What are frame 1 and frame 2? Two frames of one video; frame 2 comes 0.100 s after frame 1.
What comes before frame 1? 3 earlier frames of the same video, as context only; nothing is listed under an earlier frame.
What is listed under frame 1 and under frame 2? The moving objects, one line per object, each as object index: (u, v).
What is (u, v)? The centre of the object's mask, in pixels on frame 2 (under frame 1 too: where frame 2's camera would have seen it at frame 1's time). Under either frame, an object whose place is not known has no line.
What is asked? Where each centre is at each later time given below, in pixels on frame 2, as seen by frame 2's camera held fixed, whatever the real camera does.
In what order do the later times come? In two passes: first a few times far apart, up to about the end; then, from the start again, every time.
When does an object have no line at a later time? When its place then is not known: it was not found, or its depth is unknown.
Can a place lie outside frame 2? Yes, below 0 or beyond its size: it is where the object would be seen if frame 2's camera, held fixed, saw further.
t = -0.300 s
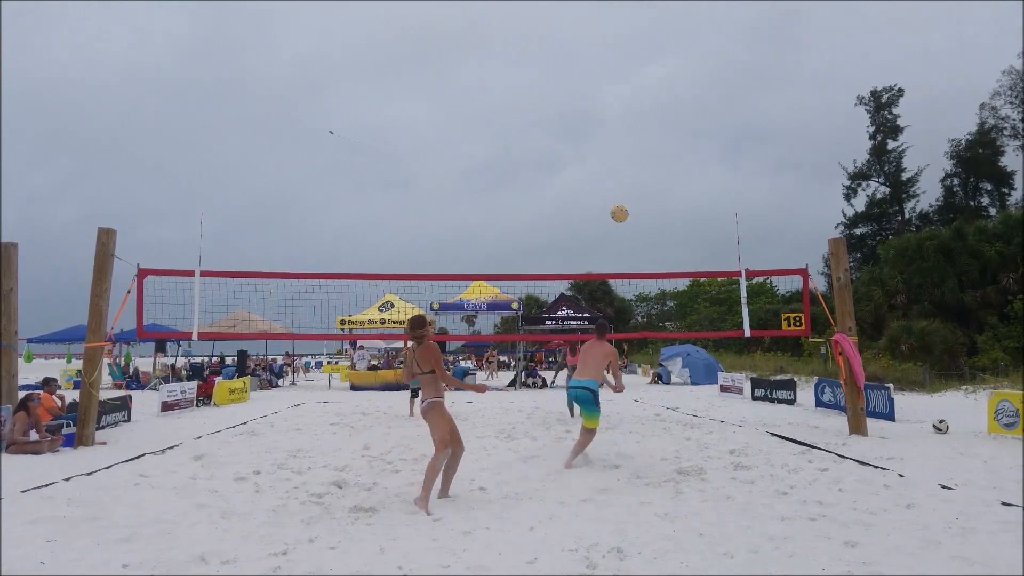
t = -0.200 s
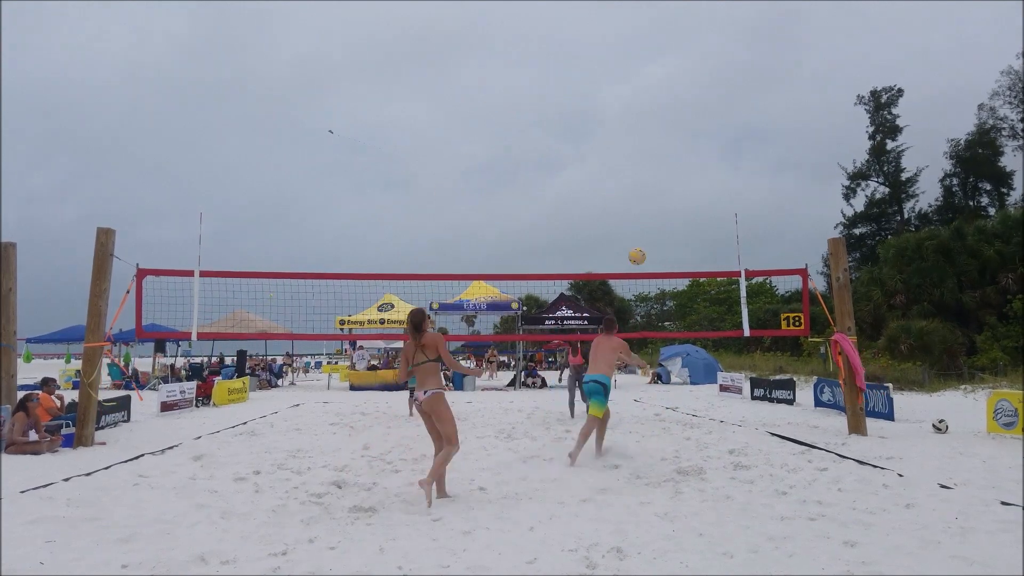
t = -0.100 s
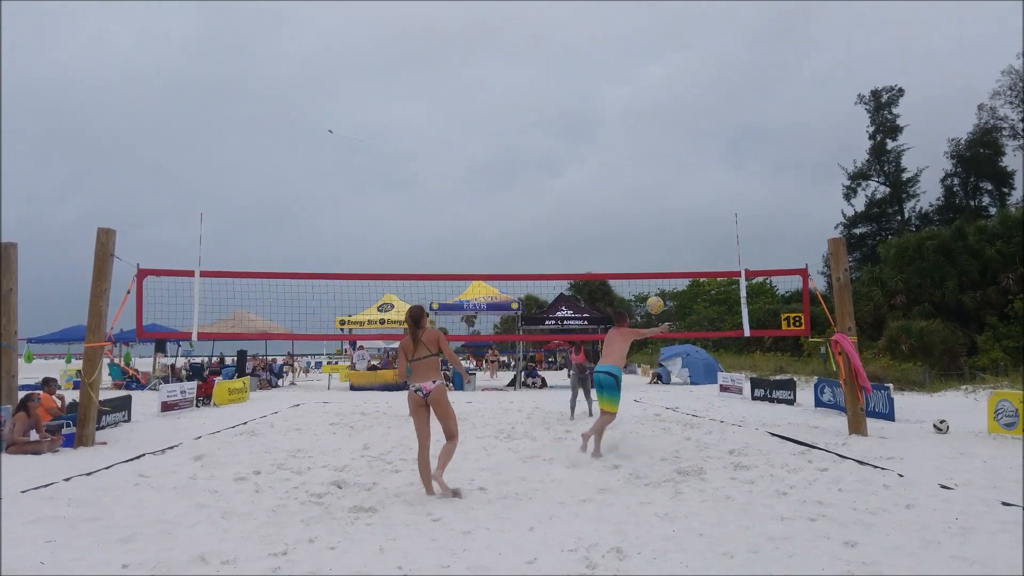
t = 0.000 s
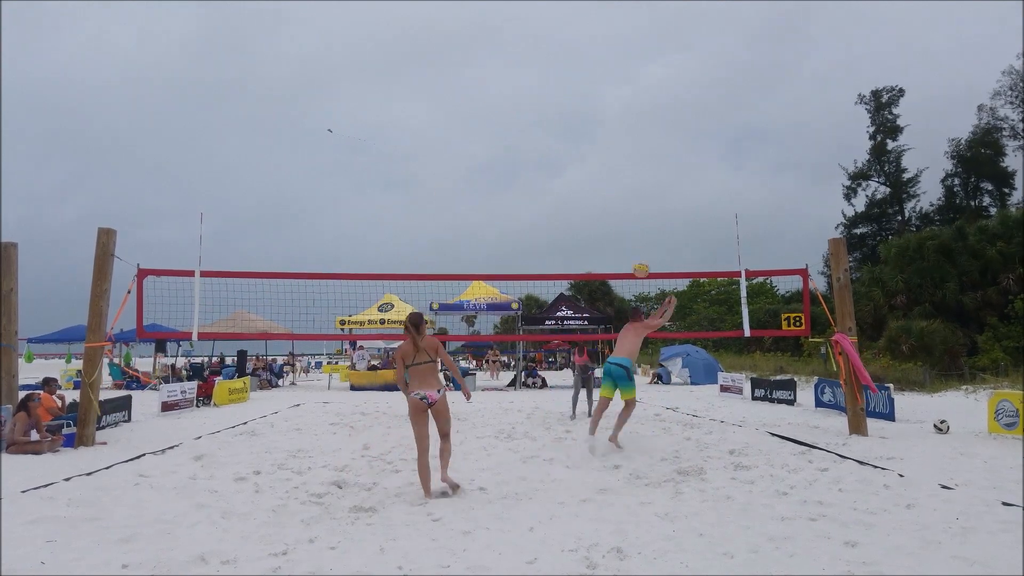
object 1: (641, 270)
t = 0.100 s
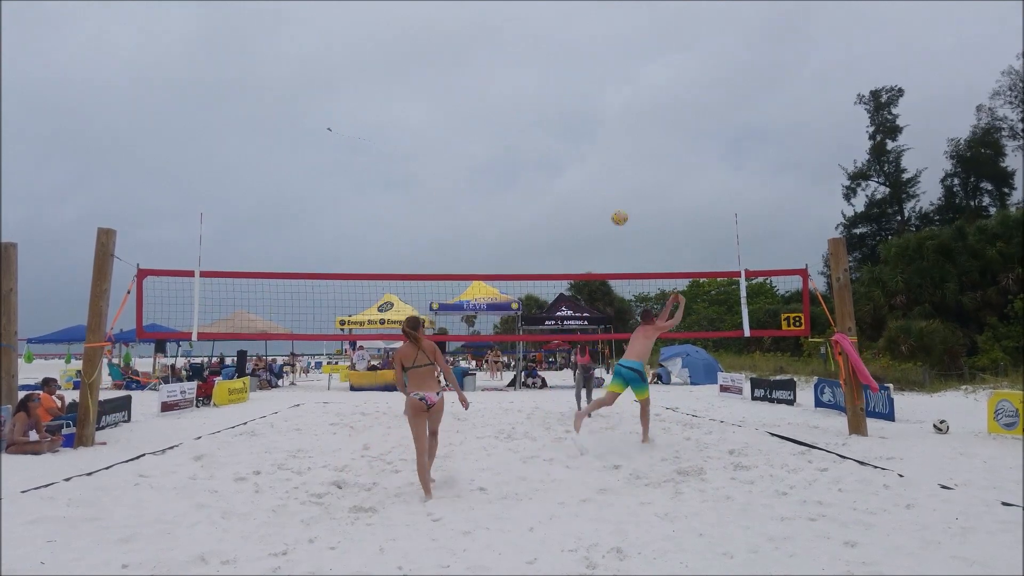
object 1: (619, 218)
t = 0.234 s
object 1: (592, 163)
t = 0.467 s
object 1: (548, 103)
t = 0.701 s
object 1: (510, 85)
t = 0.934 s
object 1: (478, 108)
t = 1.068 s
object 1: (463, 138)
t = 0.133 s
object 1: (612, 203)
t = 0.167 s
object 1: (605, 188)
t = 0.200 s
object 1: (599, 175)
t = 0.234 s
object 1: (592, 163)
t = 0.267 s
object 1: (585, 152)
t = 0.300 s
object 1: (579, 141)
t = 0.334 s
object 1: (572, 132)
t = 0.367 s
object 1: (566, 123)
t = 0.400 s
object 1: (560, 115)
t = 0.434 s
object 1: (554, 109)
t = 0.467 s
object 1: (548, 103)
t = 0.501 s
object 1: (542, 98)
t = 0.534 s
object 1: (536, 93)
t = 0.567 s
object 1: (531, 90)
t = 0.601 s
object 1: (525, 88)
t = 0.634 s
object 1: (520, 86)
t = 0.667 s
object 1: (515, 85)
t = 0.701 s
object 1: (510, 85)
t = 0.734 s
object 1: (505, 86)
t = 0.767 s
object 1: (500, 87)
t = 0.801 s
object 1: (495, 90)
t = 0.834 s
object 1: (491, 93)
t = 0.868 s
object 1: (487, 97)
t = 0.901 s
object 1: (482, 102)
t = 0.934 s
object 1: (478, 108)
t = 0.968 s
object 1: (474, 114)
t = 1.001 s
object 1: (470, 121)
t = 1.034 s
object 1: (466, 129)
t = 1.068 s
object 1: (463, 138)
